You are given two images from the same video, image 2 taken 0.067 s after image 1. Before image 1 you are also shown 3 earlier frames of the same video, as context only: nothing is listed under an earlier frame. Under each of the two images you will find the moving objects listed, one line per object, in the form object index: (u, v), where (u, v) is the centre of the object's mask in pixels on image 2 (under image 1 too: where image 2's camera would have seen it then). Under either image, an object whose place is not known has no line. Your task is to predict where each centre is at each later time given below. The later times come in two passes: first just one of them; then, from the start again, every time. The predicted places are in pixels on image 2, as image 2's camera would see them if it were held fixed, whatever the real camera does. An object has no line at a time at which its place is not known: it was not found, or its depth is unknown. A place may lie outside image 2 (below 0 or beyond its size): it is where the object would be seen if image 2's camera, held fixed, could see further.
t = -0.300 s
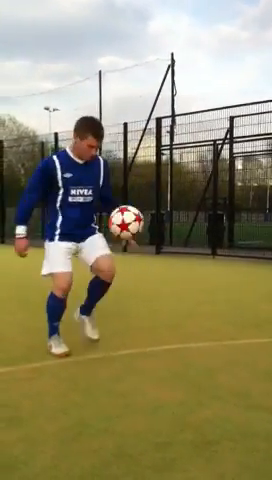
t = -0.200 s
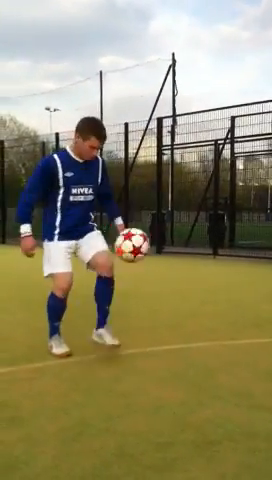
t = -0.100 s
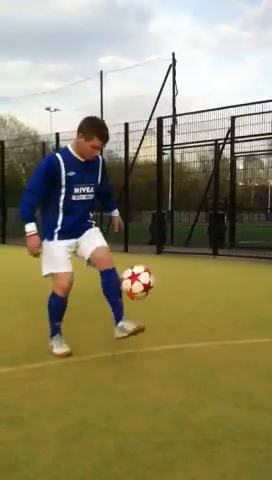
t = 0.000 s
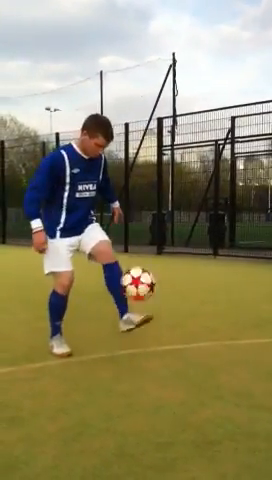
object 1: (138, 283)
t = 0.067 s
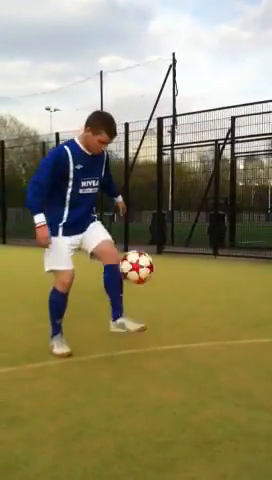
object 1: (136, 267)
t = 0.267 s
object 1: (131, 257)
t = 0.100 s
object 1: (135, 261)
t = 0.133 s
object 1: (134, 257)
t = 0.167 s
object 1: (134, 255)
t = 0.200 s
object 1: (132, 254)
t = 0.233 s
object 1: (132, 255)
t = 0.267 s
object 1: (131, 257)
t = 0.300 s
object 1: (130, 261)
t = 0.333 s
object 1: (129, 267)
